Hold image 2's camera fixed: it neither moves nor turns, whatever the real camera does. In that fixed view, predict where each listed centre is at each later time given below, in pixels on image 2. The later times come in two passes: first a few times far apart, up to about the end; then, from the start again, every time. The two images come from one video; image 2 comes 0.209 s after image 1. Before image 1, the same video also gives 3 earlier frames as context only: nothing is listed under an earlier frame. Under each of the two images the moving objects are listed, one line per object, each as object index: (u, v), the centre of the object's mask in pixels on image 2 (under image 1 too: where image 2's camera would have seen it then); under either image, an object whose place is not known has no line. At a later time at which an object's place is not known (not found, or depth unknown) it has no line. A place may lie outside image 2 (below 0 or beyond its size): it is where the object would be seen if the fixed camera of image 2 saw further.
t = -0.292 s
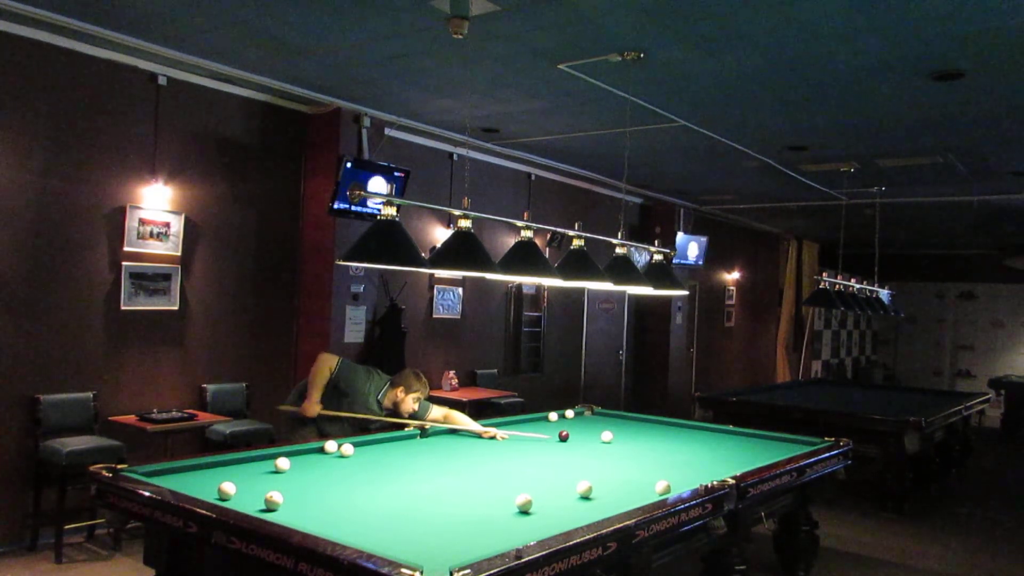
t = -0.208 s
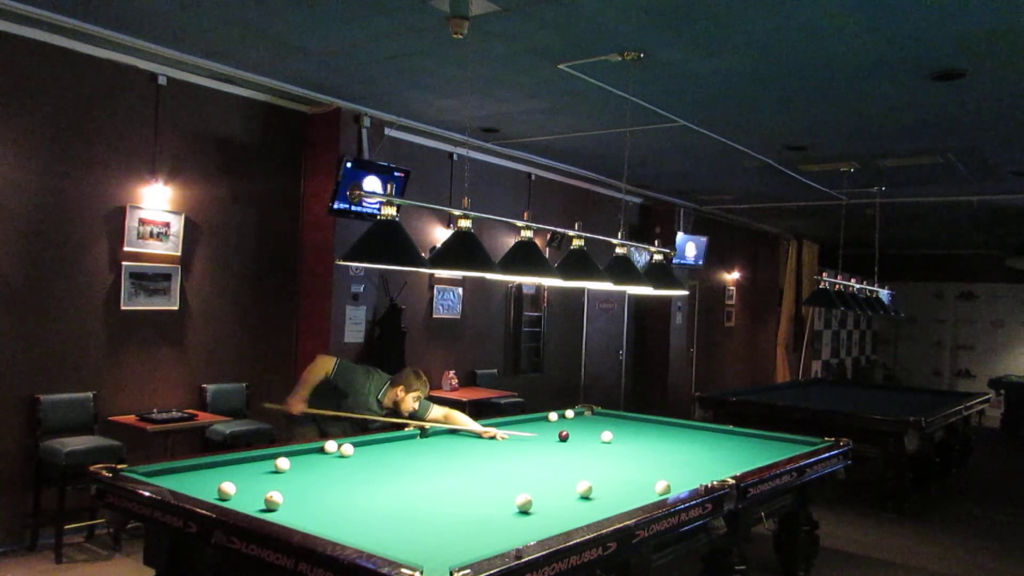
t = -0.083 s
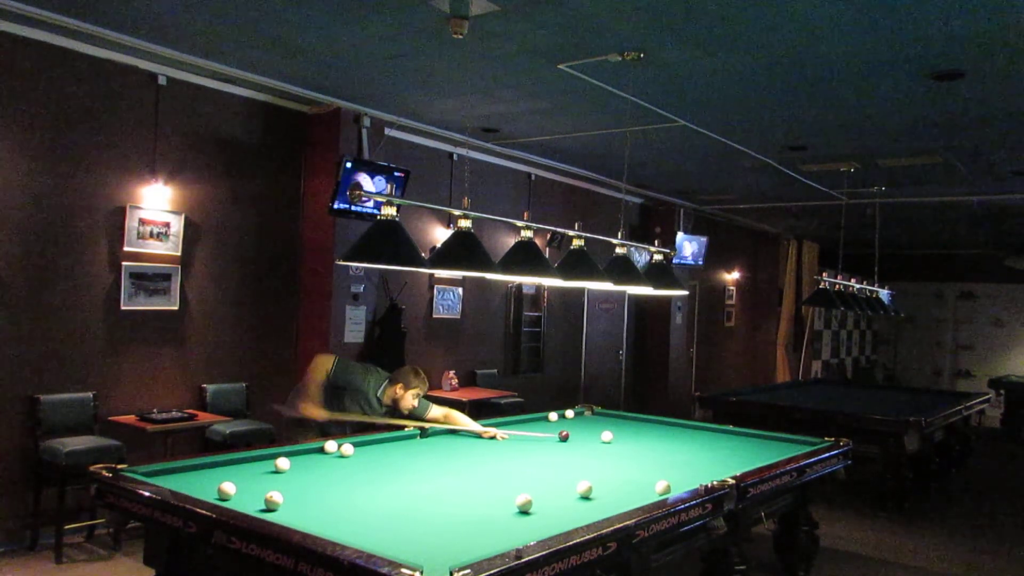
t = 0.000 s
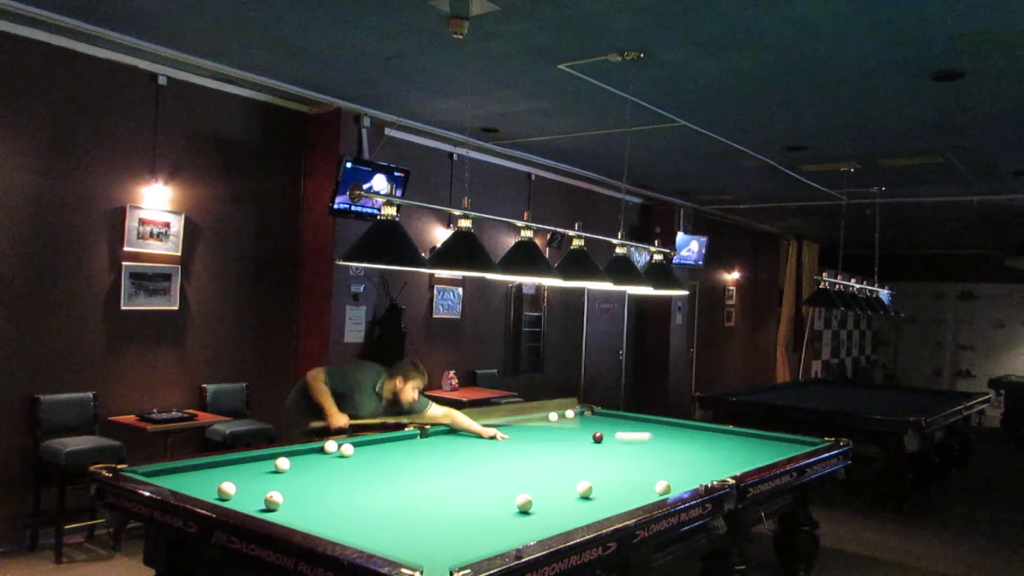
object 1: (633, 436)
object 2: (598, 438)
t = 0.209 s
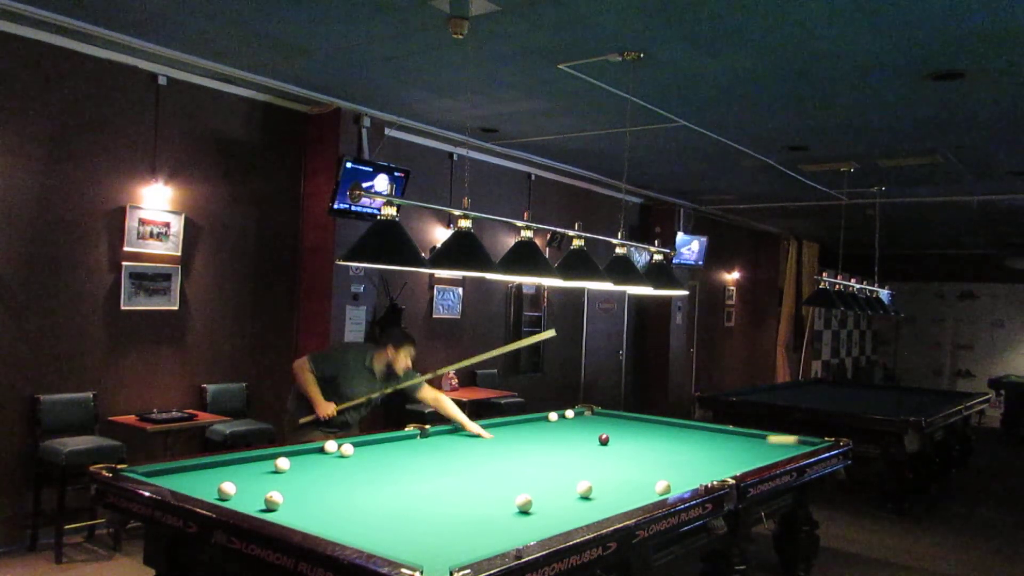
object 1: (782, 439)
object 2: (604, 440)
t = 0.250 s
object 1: (804, 441)
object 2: (605, 440)
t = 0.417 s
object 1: (778, 447)
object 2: (609, 441)
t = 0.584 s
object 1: (728, 448)
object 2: (613, 443)
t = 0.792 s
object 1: (671, 449)
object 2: (619, 445)
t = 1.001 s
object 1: (610, 451)
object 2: (624, 446)
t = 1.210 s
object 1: (547, 453)
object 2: (628, 448)
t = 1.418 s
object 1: (479, 455)
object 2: (633, 450)
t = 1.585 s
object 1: (423, 458)
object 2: (637, 451)
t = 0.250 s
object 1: (804, 441)
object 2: (605, 440)
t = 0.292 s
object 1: (811, 443)
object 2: (606, 440)
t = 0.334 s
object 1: (804, 445)
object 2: (607, 441)
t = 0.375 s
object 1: (791, 446)
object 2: (608, 441)
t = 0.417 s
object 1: (778, 447)
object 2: (609, 441)
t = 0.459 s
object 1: (766, 447)
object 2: (610, 442)
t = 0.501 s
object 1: (753, 447)
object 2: (611, 442)
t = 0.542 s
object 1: (740, 448)
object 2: (612, 443)
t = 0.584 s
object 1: (728, 448)
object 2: (613, 443)
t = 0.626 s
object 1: (717, 448)
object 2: (615, 443)
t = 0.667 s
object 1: (706, 449)
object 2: (616, 444)
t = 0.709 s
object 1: (694, 449)
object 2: (617, 444)
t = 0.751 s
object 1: (682, 449)
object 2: (618, 444)
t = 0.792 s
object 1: (671, 449)
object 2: (619, 445)
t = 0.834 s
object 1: (659, 450)
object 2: (620, 445)
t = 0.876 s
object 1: (647, 450)
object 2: (621, 446)
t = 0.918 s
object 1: (635, 450)
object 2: (621, 446)
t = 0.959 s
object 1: (623, 451)
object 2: (622, 443)
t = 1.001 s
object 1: (610, 451)
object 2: (624, 446)
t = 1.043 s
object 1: (598, 451)
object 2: (625, 447)
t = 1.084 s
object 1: (585, 452)
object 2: (626, 447)
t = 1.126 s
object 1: (572, 452)
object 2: (627, 448)
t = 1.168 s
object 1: (560, 453)
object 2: (628, 448)
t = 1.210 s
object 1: (547, 453)
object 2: (628, 448)
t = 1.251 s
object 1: (534, 454)
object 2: (629, 449)
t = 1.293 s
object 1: (520, 454)
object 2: (630, 449)
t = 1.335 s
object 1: (507, 455)
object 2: (631, 450)
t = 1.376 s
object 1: (493, 455)
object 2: (632, 450)
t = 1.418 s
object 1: (479, 455)
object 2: (633, 450)
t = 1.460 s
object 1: (466, 456)
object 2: (634, 450)
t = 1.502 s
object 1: (452, 456)
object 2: (635, 451)
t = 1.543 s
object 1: (438, 457)
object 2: (636, 451)
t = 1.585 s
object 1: (423, 458)
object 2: (637, 451)
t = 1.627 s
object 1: (408, 458)
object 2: (638, 452)
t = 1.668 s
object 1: (393, 459)
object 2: (639, 452)
